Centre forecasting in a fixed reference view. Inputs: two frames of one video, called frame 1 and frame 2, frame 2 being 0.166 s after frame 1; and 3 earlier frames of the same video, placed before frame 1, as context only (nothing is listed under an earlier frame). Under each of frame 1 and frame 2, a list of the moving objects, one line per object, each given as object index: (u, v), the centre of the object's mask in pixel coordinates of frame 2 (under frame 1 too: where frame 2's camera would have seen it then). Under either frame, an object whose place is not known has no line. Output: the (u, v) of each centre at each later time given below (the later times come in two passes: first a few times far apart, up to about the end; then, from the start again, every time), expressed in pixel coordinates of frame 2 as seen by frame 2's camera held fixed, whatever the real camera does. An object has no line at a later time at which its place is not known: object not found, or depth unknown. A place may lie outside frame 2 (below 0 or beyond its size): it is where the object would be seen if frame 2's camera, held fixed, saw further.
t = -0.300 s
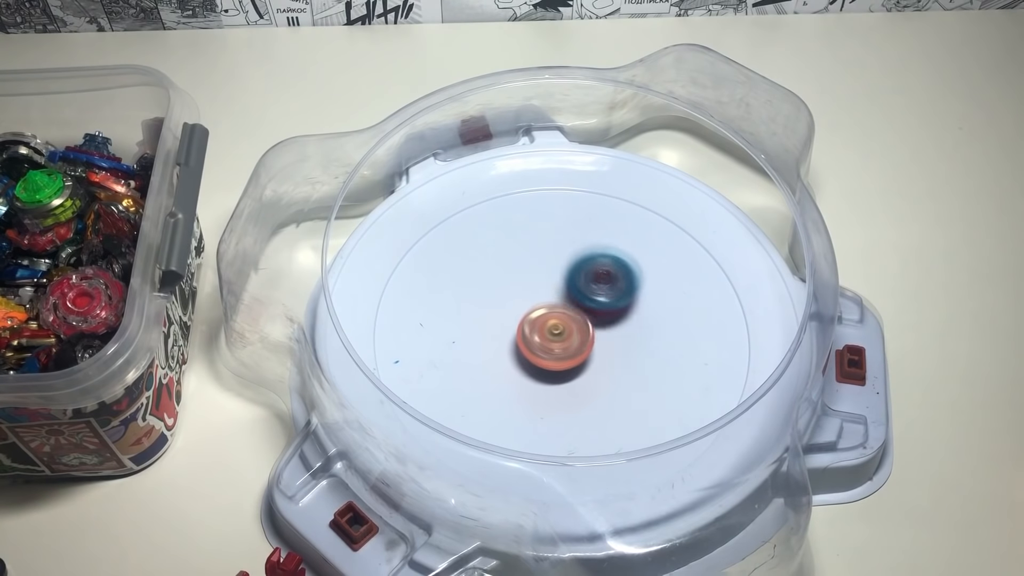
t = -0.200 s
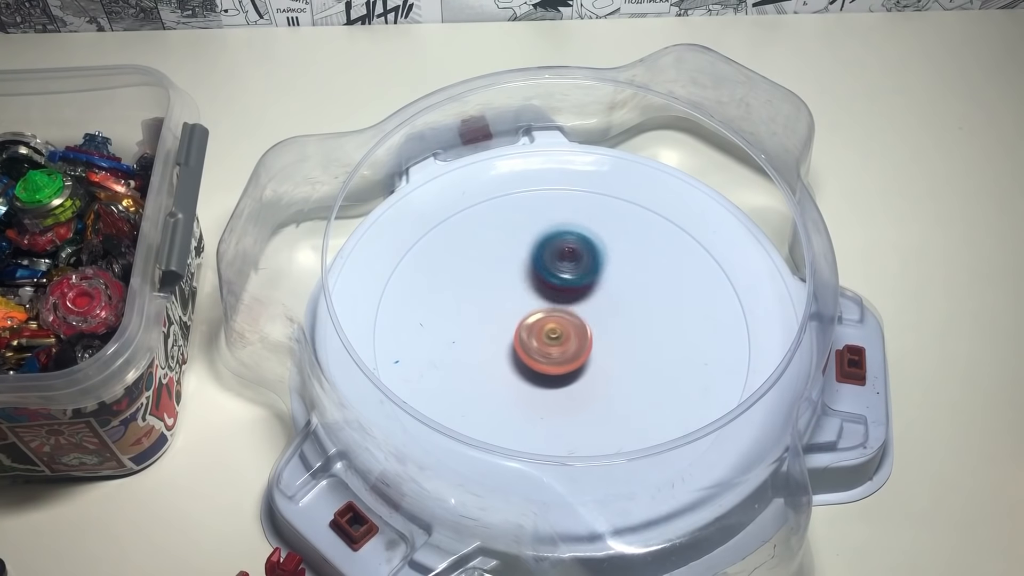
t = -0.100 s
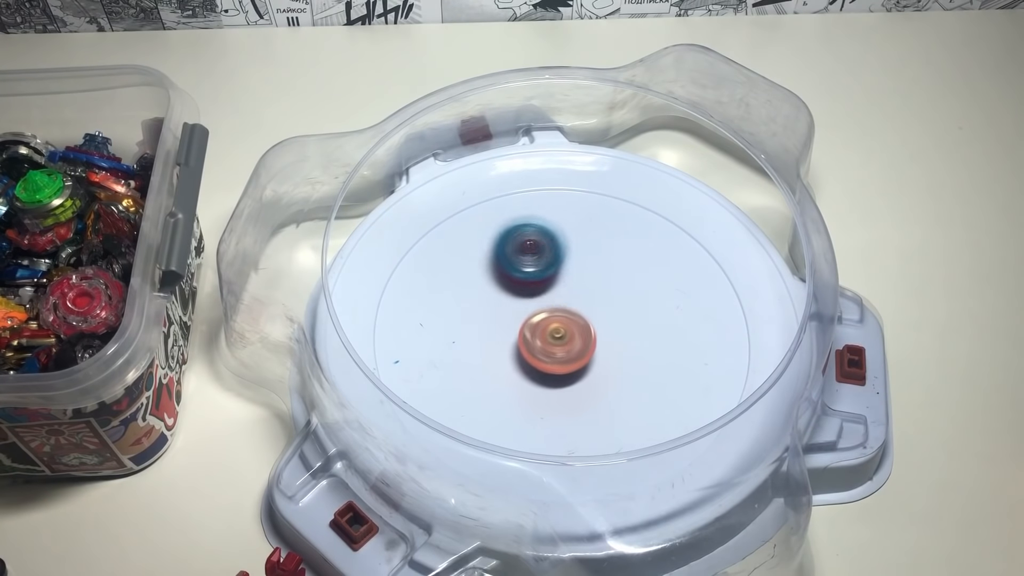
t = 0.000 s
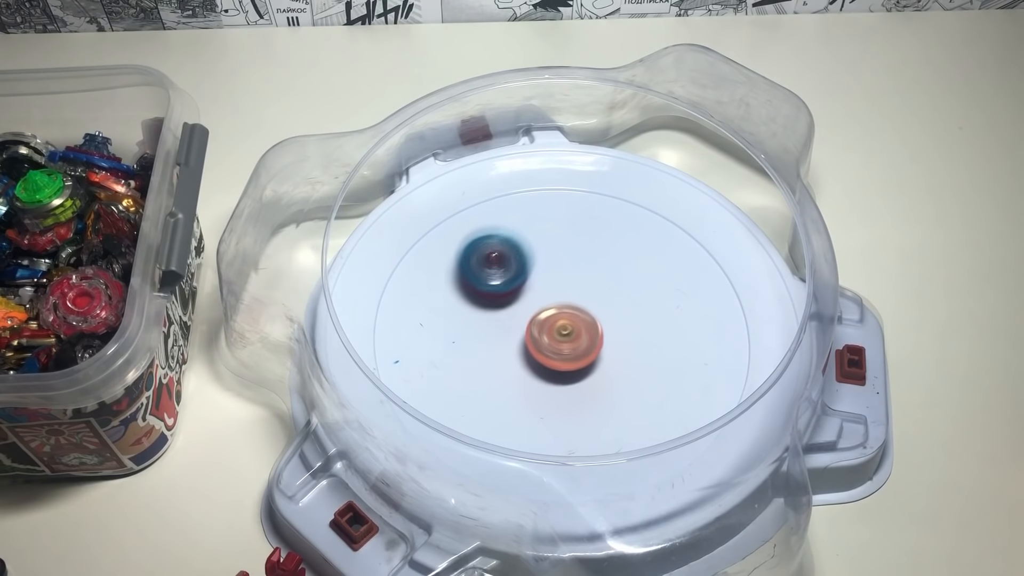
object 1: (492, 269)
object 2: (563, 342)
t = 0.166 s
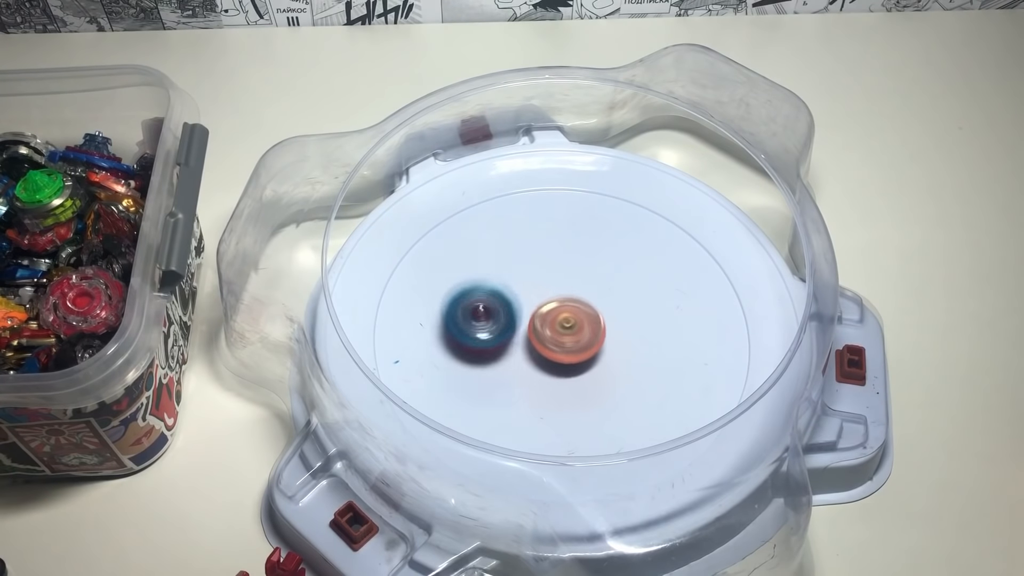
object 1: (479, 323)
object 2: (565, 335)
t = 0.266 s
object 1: (492, 357)
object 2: (574, 331)
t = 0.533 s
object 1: (587, 400)
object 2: (589, 321)
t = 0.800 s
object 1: (642, 343)
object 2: (572, 305)
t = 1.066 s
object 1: (627, 304)
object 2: (500, 294)
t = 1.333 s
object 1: (626, 324)
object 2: (462, 343)
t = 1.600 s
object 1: (670, 328)
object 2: (521, 361)
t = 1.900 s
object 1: (667, 328)
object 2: (538, 344)
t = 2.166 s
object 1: (631, 331)
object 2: (536, 327)
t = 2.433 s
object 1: (676, 384)
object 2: (499, 290)
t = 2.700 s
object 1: (648, 383)
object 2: (539, 310)
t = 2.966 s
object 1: (585, 399)
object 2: (556, 297)
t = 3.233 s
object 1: (524, 394)
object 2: (576, 296)
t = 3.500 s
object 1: (491, 351)
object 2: (591, 313)
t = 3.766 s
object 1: (502, 304)
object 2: (600, 338)
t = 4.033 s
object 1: (548, 275)
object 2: (598, 362)
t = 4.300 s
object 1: (601, 276)
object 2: (579, 373)
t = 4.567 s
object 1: (634, 312)
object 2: (554, 368)
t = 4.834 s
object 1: (627, 360)
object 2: (531, 350)
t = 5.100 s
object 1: (583, 390)
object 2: (527, 330)
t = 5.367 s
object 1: (530, 384)
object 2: (540, 313)
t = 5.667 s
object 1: (489, 354)
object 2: (572, 301)
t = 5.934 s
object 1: (503, 337)
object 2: (591, 308)
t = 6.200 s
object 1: (495, 323)
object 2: (648, 328)
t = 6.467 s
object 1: (530, 317)
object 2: (636, 344)
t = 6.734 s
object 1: (553, 291)
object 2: (610, 377)
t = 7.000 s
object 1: (561, 290)
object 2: (561, 383)
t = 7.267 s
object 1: (591, 318)
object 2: (517, 365)
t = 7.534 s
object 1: (626, 339)
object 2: (512, 330)
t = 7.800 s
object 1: (606, 352)
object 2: (537, 302)
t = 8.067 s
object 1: (564, 371)
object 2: (571, 288)
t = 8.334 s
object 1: (525, 364)
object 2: (602, 308)
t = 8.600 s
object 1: (524, 336)
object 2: (612, 343)
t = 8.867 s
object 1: (542, 295)
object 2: (595, 374)
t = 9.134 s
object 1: (555, 289)
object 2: (553, 372)
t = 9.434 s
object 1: (618, 300)
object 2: (509, 349)
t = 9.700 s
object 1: (628, 291)
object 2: (520, 318)
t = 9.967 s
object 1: (655, 345)
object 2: (507, 294)
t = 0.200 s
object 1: (485, 335)
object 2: (565, 333)
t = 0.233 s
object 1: (487, 346)
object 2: (569, 332)
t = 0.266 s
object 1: (492, 357)
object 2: (574, 331)
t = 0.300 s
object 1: (498, 367)
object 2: (578, 331)
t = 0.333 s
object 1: (508, 375)
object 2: (581, 331)
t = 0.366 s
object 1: (520, 382)
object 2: (583, 331)
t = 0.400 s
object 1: (534, 387)
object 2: (586, 330)
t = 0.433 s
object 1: (548, 390)
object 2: (587, 329)
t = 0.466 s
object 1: (562, 394)
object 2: (587, 327)
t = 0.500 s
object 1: (574, 399)
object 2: (589, 324)
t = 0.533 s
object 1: (587, 400)
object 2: (589, 321)
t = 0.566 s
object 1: (600, 399)
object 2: (589, 318)
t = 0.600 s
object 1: (612, 395)
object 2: (588, 315)
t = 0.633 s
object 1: (623, 389)
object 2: (586, 313)
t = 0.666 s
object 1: (631, 380)
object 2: (584, 311)
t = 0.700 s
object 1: (637, 371)
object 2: (582, 310)
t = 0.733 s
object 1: (640, 361)
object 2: (580, 309)
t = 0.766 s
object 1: (640, 351)
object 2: (577, 308)
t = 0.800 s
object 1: (642, 343)
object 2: (572, 305)
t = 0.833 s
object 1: (641, 334)
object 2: (567, 303)
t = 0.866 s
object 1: (637, 325)
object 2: (562, 302)
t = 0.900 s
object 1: (640, 321)
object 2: (547, 297)
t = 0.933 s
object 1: (642, 317)
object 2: (530, 292)
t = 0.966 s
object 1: (642, 313)
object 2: (517, 290)
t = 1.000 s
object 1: (639, 309)
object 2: (508, 289)
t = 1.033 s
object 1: (634, 307)
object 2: (502, 290)
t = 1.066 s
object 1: (627, 304)
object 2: (500, 294)
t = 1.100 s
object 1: (620, 304)
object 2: (501, 299)
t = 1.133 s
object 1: (611, 304)
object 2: (502, 306)
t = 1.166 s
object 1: (601, 306)
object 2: (505, 313)
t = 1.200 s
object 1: (591, 310)
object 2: (508, 322)
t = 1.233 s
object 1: (593, 314)
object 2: (499, 329)
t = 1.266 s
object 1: (605, 319)
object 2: (482, 335)
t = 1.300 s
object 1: (616, 322)
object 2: (470, 340)
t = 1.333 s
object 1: (626, 324)
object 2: (462, 343)
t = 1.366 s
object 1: (634, 325)
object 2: (459, 345)
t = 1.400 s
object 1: (641, 326)
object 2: (460, 346)
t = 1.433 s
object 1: (648, 327)
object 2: (466, 347)
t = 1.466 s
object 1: (654, 327)
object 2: (474, 349)
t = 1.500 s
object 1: (659, 328)
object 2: (485, 353)
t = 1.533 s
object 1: (664, 328)
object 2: (497, 356)
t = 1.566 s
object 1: (668, 328)
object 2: (509, 359)
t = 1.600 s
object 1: (670, 328)
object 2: (521, 361)
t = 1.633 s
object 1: (671, 328)
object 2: (532, 361)
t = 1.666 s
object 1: (669, 329)
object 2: (543, 360)
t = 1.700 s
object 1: (665, 329)
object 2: (553, 359)
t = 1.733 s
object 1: (660, 330)
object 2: (563, 357)
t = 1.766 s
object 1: (654, 331)
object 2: (571, 354)
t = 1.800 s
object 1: (652, 331)
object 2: (572, 352)
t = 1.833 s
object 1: (657, 331)
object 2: (562, 350)
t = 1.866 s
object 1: (664, 329)
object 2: (548, 347)
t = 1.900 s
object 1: (667, 328)
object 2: (538, 344)
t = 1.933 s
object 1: (669, 327)
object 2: (530, 341)
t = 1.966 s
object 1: (668, 326)
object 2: (526, 338)
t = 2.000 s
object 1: (665, 325)
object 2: (524, 335)
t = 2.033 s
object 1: (661, 325)
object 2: (523, 332)
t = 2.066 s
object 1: (655, 325)
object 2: (525, 331)
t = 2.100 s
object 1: (647, 327)
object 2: (527, 329)
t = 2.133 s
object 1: (640, 328)
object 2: (531, 327)
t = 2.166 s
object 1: (631, 331)
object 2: (536, 327)
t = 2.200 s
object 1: (622, 334)
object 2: (540, 327)
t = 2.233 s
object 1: (628, 346)
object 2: (530, 318)
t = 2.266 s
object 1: (642, 359)
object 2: (518, 308)
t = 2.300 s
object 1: (652, 368)
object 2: (509, 300)
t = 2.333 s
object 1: (659, 373)
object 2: (503, 295)
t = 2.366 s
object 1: (665, 377)
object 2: (499, 292)
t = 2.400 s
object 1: (671, 381)
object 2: (498, 290)
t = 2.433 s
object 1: (676, 384)
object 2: (499, 290)
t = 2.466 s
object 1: (680, 387)
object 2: (501, 291)
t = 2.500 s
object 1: (682, 389)
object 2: (505, 293)
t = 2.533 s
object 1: (682, 389)
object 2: (509, 295)
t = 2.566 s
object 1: (679, 389)
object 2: (515, 298)
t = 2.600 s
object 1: (674, 388)
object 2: (521, 301)
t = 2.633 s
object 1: (667, 386)
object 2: (526, 304)
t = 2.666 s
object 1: (658, 384)
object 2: (533, 307)
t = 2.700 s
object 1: (648, 383)
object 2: (539, 310)
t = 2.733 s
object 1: (638, 381)
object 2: (545, 314)
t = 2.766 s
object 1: (628, 379)
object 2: (551, 317)
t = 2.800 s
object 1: (617, 377)
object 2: (556, 320)
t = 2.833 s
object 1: (607, 377)
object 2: (558, 319)
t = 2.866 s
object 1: (605, 385)
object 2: (555, 311)
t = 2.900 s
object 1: (601, 392)
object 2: (554, 305)
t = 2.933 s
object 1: (593, 396)
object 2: (554, 300)
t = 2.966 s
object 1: (585, 399)
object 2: (556, 297)
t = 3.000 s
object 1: (577, 400)
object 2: (558, 296)
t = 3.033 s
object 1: (569, 401)
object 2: (561, 294)
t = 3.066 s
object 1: (562, 402)
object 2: (564, 293)
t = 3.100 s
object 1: (554, 402)
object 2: (567, 293)
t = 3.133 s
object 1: (546, 401)
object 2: (569, 293)
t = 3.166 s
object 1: (538, 399)
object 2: (572, 294)
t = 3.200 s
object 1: (531, 397)
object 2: (574, 295)
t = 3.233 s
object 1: (524, 394)
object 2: (576, 296)
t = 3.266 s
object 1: (518, 390)
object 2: (578, 298)
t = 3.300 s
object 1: (512, 386)
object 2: (580, 300)
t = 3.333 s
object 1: (507, 381)
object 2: (583, 302)
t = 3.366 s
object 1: (503, 376)
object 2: (585, 305)
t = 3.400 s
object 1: (499, 370)
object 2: (587, 306)
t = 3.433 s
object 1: (496, 363)
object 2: (588, 308)
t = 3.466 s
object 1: (493, 357)
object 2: (589, 310)
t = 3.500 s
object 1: (491, 351)
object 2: (591, 313)
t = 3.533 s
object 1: (489, 345)
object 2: (593, 315)
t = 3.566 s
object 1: (488, 338)
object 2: (594, 318)
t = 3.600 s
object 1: (489, 333)
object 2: (596, 321)
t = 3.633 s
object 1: (490, 327)
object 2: (597, 324)
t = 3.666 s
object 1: (492, 321)
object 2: (598, 328)
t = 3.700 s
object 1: (495, 315)
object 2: (599, 331)
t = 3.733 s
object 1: (498, 309)
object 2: (599, 335)
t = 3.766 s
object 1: (502, 304)
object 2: (600, 338)
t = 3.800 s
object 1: (507, 299)
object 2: (601, 341)
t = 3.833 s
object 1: (512, 295)
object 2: (601, 345)
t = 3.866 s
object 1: (517, 291)
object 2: (601, 348)
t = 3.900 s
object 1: (523, 287)
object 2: (601, 351)
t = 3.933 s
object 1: (529, 283)
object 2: (601, 354)
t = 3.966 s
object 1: (535, 280)
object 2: (600, 357)
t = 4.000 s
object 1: (542, 277)
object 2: (599, 360)
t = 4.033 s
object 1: (548, 275)
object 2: (598, 362)
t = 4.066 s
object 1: (555, 273)
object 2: (596, 364)
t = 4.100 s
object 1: (561, 272)
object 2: (595, 366)
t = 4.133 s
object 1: (568, 271)
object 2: (592, 367)
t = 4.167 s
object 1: (575, 271)
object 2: (590, 369)
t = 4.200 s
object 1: (582, 271)
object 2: (588, 370)
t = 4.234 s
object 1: (588, 273)
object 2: (585, 371)
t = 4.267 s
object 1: (595, 274)
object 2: (582, 372)
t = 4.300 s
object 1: (601, 276)
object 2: (579, 373)
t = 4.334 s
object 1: (607, 279)
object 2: (576, 373)
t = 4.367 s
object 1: (612, 283)
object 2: (573, 373)
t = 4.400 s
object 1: (617, 287)
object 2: (570, 373)
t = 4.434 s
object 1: (621, 291)
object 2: (567, 372)
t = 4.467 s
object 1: (625, 297)
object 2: (564, 372)
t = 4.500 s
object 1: (629, 302)
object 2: (560, 371)
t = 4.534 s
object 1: (632, 307)
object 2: (557, 369)
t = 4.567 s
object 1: (634, 312)
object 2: (554, 368)
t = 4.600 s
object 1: (636, 318)
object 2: (551, 367)
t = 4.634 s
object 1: (636, 325)
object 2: (548, 365)
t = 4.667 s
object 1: (636, 331)
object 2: (545, 363)
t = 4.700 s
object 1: (636, 337)
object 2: (542, 361)
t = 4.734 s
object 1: (635, 343)
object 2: (539, 359)
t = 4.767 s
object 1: (633, 348)
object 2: (536, 356)
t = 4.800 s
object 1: (631, 354)
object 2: (533, 353)
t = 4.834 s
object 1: (627, 360)
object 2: (531, 350)
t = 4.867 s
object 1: (623, 365)
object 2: (530, 348)
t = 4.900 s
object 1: (619, 370)
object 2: (528, 345)
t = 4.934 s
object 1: (614, 375)
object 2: (527, 342)
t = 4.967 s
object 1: (609, 379)
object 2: (526, 340)
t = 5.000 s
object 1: (602, 382)
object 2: (526, 337)
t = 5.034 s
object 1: (596, 385)
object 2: (526, 334)
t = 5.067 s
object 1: (590, 388)
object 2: (526, 332)
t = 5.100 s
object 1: (583, 390)
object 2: (527, 330)
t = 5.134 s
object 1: (576, 391)
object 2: (528, 327)
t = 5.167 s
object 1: (569, 392)
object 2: (528, 324)
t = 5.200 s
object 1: (562, 393)
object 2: (530, 322)
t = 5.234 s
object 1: (555, 393)
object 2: (531, 320)
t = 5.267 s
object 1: (548, 392)
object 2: (533, 318)
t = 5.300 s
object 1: (542, 389)
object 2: (535, 316)
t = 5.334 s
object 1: (536, 387)
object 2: (538, 314)
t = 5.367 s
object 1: (530, 384)
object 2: (540, 313)
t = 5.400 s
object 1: (525, 381)
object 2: (542, 311)
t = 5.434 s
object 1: (520, 377)
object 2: (545, 310)
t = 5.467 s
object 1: (515, 373)
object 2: (547, 309)
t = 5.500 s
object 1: (511, 369)
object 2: (550, 308)
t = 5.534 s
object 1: (507, 364)
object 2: (553, 307)
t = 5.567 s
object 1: (502, 362)
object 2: (558, 305)
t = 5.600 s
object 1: (498, 359)
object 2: (563, 303)
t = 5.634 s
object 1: (494, 356)
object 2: (567, 302)
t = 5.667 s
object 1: (489, 354)
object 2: (572, 301)
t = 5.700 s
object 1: (485, 351)
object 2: (575, 300)
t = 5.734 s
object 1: (483, 349)
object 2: (579, 301)
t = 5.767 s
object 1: (483, 348)
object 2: (582, 301)
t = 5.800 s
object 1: (484, 346)
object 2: (584, 302)
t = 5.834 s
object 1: (486, 344)
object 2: (586, 303)
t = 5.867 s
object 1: (490, 342)
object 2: (588, 304)
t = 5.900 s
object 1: (496, 340)
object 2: (590, 306)
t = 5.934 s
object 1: (503, 337)
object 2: (591, 308)
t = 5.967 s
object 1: (509, 334)
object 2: (593, 311)
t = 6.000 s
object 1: (516, 331)
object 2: (595, 313)
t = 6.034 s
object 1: (517, 329)
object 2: (601, 316)
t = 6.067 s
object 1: (508, 327)
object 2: (617, 319)
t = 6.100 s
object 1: (502, 327)
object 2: (630, 322)
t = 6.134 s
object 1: (498, 326)
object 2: (639, 324)
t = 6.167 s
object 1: (496, 325)
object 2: (644, 326)
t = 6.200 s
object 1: (495, 323)
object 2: (648, 328)
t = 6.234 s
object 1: (495, 322)
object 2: (649, 330)
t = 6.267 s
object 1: (497, 321)
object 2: (650, 332)
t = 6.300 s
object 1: (500, 320)
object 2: (649, 333)
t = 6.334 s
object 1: (504, 319)
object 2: (648, 336)
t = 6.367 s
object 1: (509, 319)
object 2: (646, 338)
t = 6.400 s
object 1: (516, 318)
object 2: (643, 340)
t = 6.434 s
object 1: (523, 318)
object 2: (640, 342)
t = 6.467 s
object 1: (530, 317)
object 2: (636, 344)
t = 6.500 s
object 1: (536, 316)
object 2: (632, 347)
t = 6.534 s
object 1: (543, 316)
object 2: (628, 350)
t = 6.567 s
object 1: (549, 315)
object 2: (623, 352)
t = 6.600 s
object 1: (552, 311)
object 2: (622, 359)
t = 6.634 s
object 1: (551, 305)
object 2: (622, 366)
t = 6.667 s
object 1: (551, 300)
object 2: (619, 371)
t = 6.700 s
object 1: (552, 295)
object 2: (615, 374)
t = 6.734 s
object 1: (553, 291)
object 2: (610, 377)
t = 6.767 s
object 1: (554, 287)
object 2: (605, 380)
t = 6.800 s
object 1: (555, 285)
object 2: (599, 381)
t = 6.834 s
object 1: (555, 284)
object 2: (593, 382)
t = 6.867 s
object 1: (556, 283)
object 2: (586, 383)
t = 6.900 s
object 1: (557, 284)
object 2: (580, 383)
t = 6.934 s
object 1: (558, 285)
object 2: (574, 384)
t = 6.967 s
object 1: (559, 287)
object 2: (567, 383)
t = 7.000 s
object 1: (561, 290)
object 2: (561, 383)
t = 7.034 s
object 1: (563, 294)
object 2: (555, 381)
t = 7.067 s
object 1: (566, 298)
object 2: (549, 379)
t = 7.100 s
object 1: (568, 302)
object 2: (544, 377)
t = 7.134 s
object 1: (572, 305)
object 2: (539, 374)
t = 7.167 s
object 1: (575, 309)
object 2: (534, 371)
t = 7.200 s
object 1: (582, 313)
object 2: (528, 369)
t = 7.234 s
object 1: (586, 317)
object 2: (521, 368)
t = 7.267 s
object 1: (591, 318)
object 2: (517, 365)
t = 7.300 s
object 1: (597, 320)
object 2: (514, 362)
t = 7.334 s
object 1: (602, 323)
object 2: (512, 358)
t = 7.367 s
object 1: (608, 325)
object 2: (510, 353)
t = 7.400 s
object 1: (612, 328)
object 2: (510, 349)
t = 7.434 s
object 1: (617, 330)
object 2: (509, 344)
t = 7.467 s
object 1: (620, 334)
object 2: (509, 339)
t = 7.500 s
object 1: (624, 337)
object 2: (510, 334)
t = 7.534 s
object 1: (626, 339)
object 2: (512, 330)
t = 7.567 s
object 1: (627, 342)
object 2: (513, 326)
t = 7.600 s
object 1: (627, 344)
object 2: (516, 322)
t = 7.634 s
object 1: (626, 346)
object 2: (519, 318)
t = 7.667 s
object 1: (624, 347)
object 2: (522, 314)
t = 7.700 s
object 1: (621, 349)
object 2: (525, 311)
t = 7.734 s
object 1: (617, 350)
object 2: (529, 308)
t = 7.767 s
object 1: (612, 351)
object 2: (533, 305)
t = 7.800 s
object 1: (606, 352)
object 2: (537, 302)
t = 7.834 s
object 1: (601, 353)
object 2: (542, 300)
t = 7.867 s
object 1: (595, 354)
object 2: (546, 298)
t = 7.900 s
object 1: (590, 358)
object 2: (550, 293)
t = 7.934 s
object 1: (585, 362)
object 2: (554, 289)
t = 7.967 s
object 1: (580, 365)
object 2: (558, 287)
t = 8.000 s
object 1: (575, 367)
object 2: (563, 287)
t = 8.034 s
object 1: (570, 369)
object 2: (567, 287)
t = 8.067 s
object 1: (564, 371)
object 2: (571, 288)
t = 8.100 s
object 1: (559, 372)
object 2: (576, 290)
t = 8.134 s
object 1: (553, 373)
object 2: (580, 292)
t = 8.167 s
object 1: (548, 372)
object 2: (584, 294)
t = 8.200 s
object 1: (543, 372)
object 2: (588, 296)
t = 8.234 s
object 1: (538, 371)
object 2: (592, 298)
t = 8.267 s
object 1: (533, 369)
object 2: (595, 301)
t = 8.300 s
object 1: (529, 367)
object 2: (599, 305)
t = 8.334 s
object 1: (525, 364)
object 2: (602, 308)
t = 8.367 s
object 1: (523, 361)
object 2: (605, 312)
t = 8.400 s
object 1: (521, 358)
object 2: (608, 317)
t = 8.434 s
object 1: (520, 355)
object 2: (610, 321)
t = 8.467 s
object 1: (520, 351)
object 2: (612, 326)
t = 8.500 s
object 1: (520, 348)
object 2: (613, 330)
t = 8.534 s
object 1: (520, 343)
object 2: (613, 335)
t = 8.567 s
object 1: (521, 339)
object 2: (613, 339)
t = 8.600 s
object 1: (524, 336)
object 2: (612, 343)
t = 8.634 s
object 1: (527, 331)
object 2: (610, 347)
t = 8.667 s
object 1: (531, 328)
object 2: (608, 352)
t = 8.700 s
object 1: (533, 323)
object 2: (608, 357)
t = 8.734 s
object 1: (535, 318)
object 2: (608, 362)
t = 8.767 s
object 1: (536, 312)
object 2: (606, 366)
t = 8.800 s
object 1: (538, 306)
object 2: (603, 369)
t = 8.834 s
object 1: (540, 300)
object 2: (599, 372)
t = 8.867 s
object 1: (542, 295)
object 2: (595, 374)
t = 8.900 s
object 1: (543, 291)
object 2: (590, 375)
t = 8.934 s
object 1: (544, 288)
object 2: (585, 375)
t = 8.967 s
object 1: (544, 286)
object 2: (580, 376)
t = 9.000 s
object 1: (546, 285)
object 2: (574, 375)
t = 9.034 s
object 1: (547, 285)
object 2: (569, 375)
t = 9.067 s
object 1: (549, 286)
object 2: (564, 375)
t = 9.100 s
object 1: (551, 287)
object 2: (558, 374)
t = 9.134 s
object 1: (555, 289)
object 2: (553, 372)
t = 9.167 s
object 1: (559, 292)
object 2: (548, 370)
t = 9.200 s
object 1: (564, 294)
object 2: (543, 368)
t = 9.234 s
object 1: (570, 297)
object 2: (539, 365)
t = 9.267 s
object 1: (576, 301)
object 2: (535, 361)
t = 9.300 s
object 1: (585, 303)
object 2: (527, 360)
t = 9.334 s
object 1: (593, 302)
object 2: (520, 360)
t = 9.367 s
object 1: (602, 302)
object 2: (515, 357)
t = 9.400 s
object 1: (610, 301)
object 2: (512, 354)
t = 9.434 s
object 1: (618, 300)
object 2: (509, 349)
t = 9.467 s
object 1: (625, 298)
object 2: (508, 345)
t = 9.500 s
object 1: (632, 296)
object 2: (507, 341)
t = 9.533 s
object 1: (637, 293)
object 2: (508, 337)
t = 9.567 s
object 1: (640, 290)
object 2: (509, 333)
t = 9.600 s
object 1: (640, 288)
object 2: (511, 329)
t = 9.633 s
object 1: (637, 288)
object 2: (513, 325)
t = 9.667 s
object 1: (633, 289)
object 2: (516, 322)
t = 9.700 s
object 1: (628, 291)
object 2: (520, 318)
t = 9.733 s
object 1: (622, 294)
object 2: (524, 315)
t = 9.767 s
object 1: (615, 300)
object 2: (528, 311)
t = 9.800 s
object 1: (612, 307)
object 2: (528, 308)
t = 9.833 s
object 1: (621, 317)
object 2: (516, 302)
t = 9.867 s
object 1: (632, 326)
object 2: (509, 298)
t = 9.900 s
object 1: (640, 333)
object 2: (505, 295)
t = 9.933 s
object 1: (648, 340)
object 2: (505, 294)
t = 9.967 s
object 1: (655, 345)
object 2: (507, 294)
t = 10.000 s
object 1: (662, 350)
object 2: (511, 296)
